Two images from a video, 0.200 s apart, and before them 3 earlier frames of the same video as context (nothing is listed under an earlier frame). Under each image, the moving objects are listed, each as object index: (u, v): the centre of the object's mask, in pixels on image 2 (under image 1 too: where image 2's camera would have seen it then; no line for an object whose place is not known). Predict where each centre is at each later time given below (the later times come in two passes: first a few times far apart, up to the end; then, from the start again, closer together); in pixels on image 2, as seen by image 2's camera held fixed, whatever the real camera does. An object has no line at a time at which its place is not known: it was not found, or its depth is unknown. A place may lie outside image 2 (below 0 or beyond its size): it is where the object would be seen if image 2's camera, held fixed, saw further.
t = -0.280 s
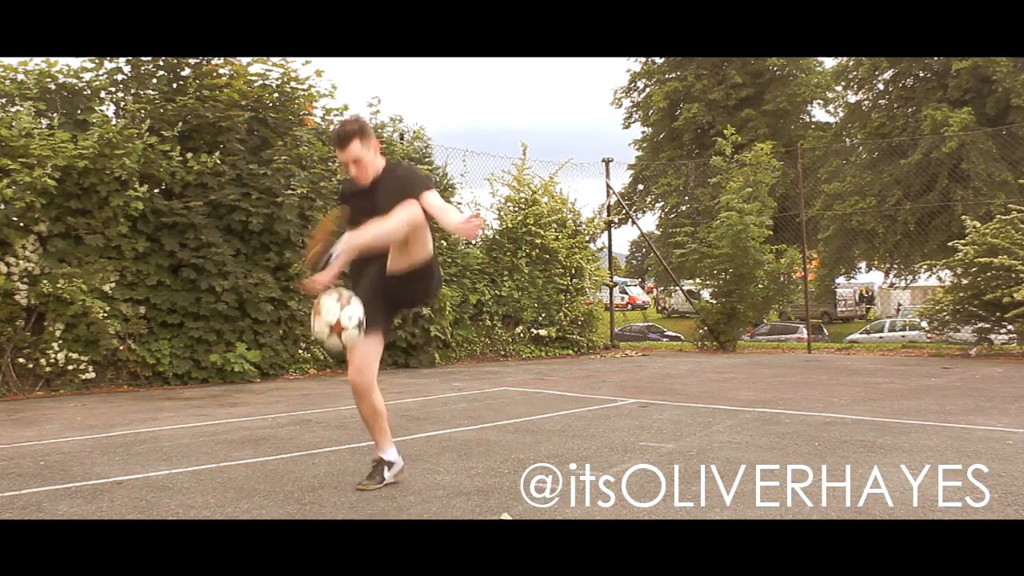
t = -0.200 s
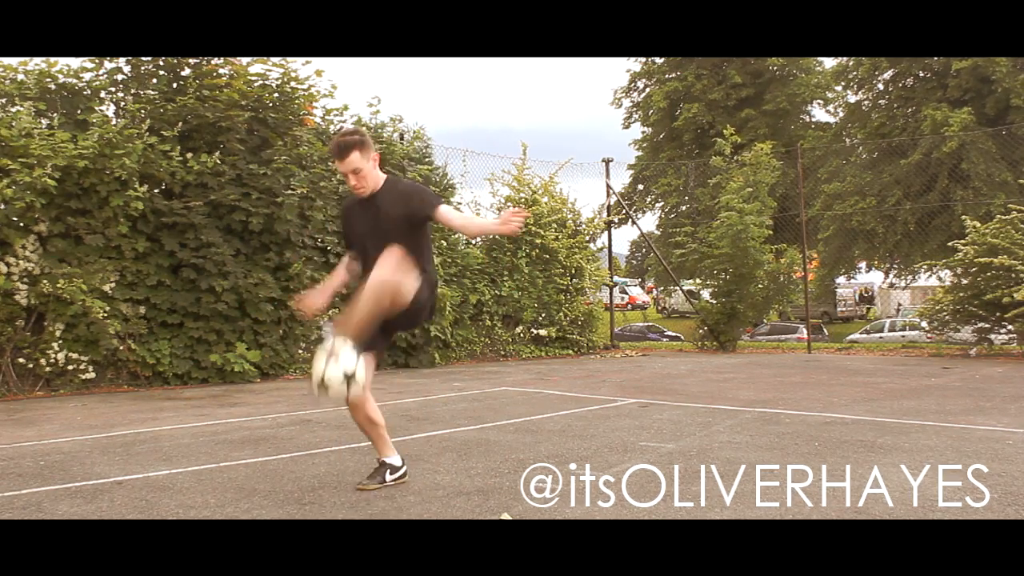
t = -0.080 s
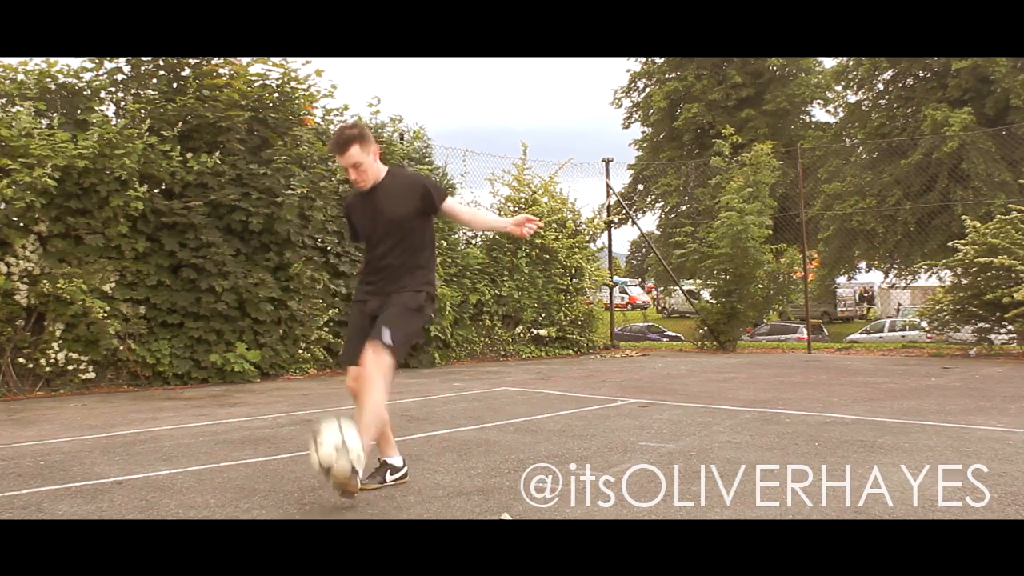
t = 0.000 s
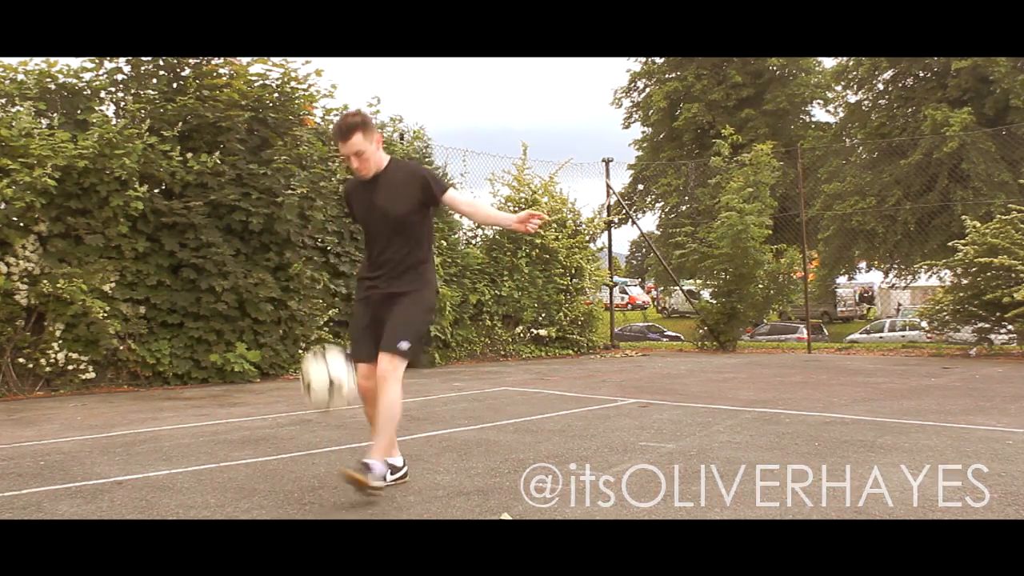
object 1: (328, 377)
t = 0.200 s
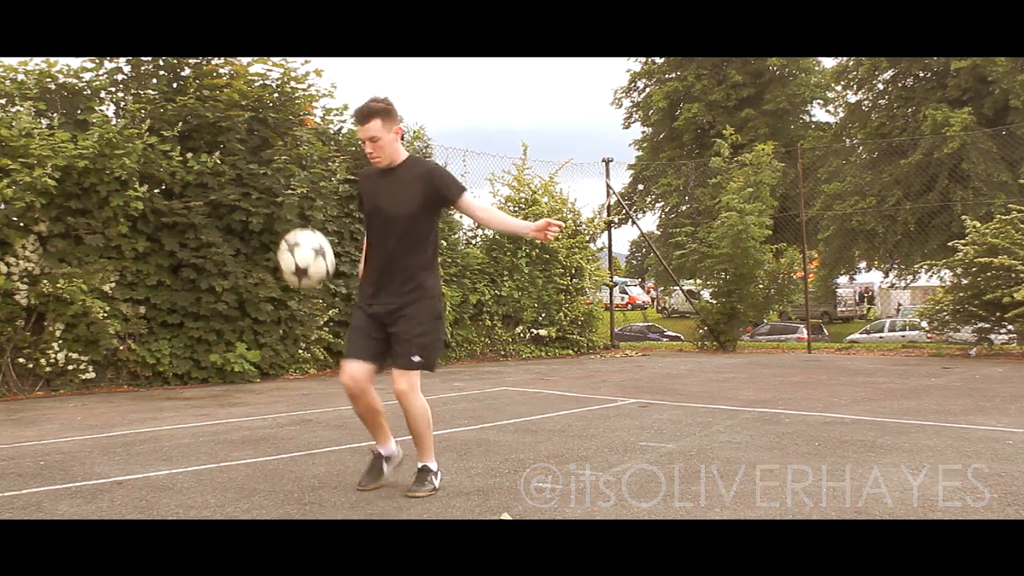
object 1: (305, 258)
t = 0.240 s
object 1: (301, 246)
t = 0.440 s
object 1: (281, 240)
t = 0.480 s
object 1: (277, 251)
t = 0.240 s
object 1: (301, 246)
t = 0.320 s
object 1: (293, 232)
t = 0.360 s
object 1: (289, 231)
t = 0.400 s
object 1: (285, 234)
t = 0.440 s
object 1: (281, 240)
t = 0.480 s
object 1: (277, 251)
